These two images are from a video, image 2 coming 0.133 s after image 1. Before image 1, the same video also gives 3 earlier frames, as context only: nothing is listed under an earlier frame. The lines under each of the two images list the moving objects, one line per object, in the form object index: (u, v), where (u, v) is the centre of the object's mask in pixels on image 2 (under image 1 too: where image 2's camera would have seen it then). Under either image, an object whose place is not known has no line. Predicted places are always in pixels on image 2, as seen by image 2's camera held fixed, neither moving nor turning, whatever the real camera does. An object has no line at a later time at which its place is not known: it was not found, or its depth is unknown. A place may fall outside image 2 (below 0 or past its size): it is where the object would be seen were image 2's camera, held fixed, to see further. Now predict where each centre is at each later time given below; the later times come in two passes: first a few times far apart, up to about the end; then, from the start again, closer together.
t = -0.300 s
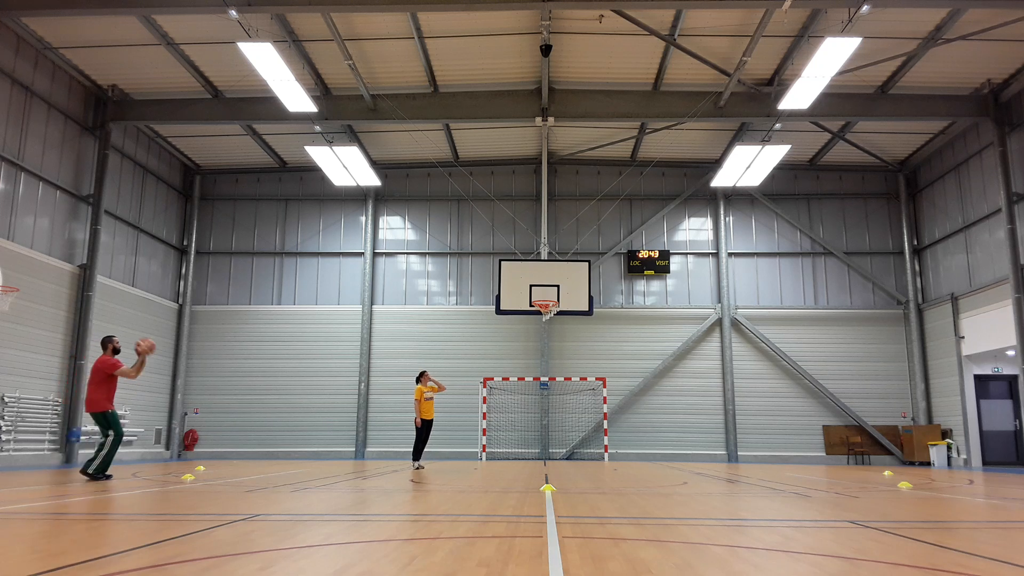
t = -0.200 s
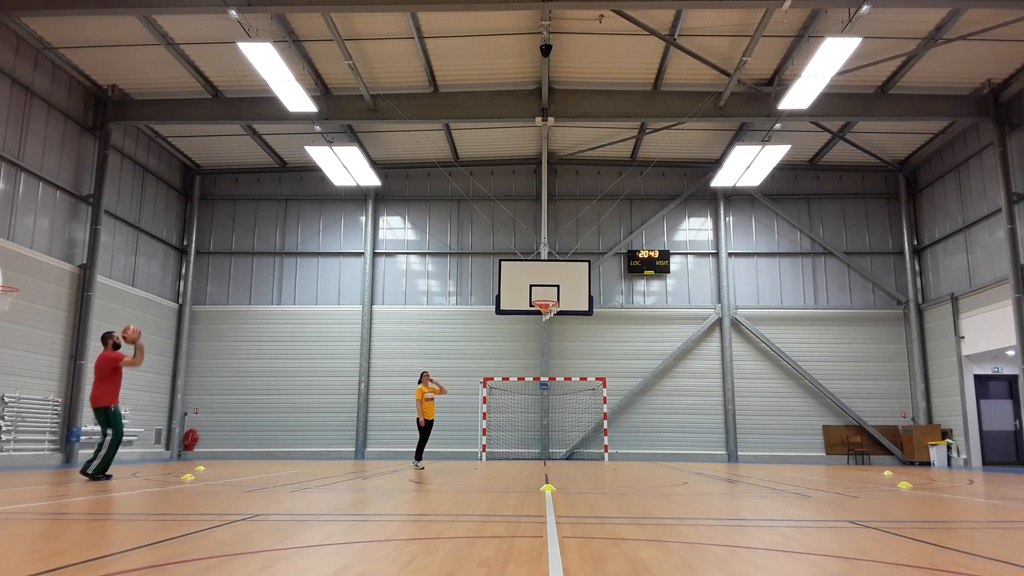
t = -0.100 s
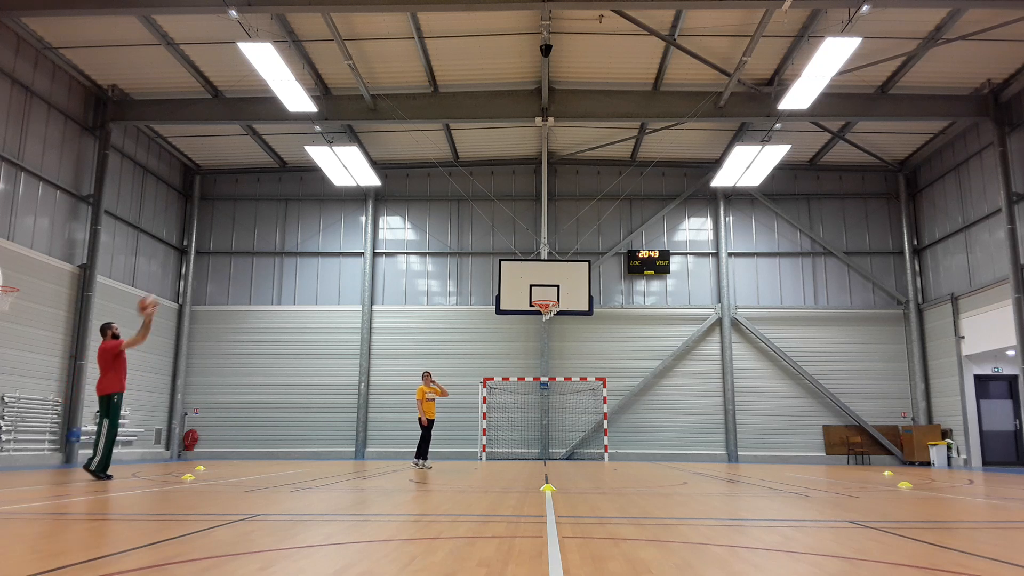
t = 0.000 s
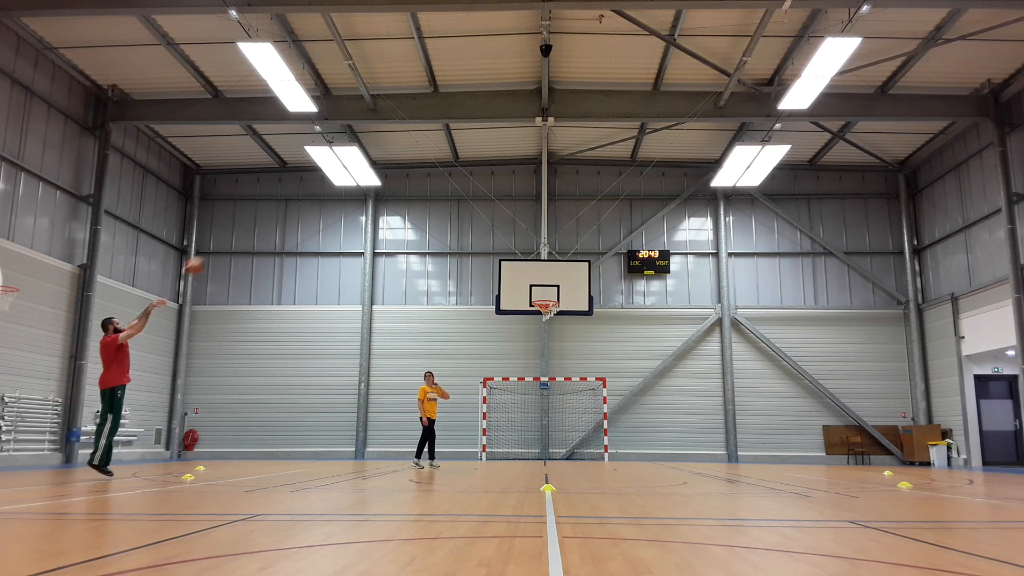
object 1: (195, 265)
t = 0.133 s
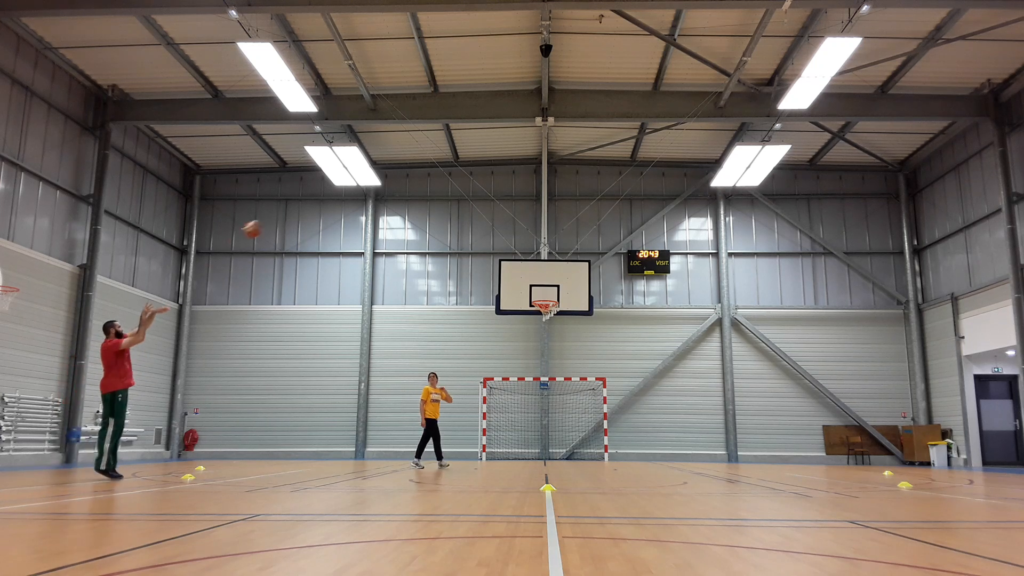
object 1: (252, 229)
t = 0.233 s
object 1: (291, 211)
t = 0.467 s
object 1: (371, 194)
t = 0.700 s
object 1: (437, 208)
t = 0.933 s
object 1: (497, 248)
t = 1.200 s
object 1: (549, 316)
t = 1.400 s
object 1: (570, 362)
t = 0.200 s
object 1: (278, 216)
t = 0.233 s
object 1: (291, 211)
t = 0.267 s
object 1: (303, 206)
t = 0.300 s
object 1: (315, 202)
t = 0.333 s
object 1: (326, 199)
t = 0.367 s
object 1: (338, 197)
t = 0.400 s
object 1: (350, 195)
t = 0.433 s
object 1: (360, 194)
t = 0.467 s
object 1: (371, 194)
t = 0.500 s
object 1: (381, 194)
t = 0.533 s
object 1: (390, 195)
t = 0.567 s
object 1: (400, 196)
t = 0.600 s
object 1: (409, 198)
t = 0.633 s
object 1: (419, 201)
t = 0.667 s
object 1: (427, 204)
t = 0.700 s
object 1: (437, 208)
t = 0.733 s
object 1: (446, 212)
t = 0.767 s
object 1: (455, 217)
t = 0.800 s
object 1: (463, 222)
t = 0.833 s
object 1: (471, 228)
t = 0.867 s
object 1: (480, 234)
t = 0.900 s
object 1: (488, 241)
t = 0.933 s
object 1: (497, 248)
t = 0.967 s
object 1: (504, 255)
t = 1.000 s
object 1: (512, 263)
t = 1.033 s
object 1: (519, 271)
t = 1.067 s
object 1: (526, 280)
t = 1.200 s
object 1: (549, 316)
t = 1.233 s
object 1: (553, 320)
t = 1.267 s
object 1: (557, 327)
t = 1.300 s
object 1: (560, 335)
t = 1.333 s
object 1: (564, 343)
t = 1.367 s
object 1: (567, 353)
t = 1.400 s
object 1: (570, 362)
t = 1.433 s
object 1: (574, 372)
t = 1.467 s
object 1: (578, 384)
